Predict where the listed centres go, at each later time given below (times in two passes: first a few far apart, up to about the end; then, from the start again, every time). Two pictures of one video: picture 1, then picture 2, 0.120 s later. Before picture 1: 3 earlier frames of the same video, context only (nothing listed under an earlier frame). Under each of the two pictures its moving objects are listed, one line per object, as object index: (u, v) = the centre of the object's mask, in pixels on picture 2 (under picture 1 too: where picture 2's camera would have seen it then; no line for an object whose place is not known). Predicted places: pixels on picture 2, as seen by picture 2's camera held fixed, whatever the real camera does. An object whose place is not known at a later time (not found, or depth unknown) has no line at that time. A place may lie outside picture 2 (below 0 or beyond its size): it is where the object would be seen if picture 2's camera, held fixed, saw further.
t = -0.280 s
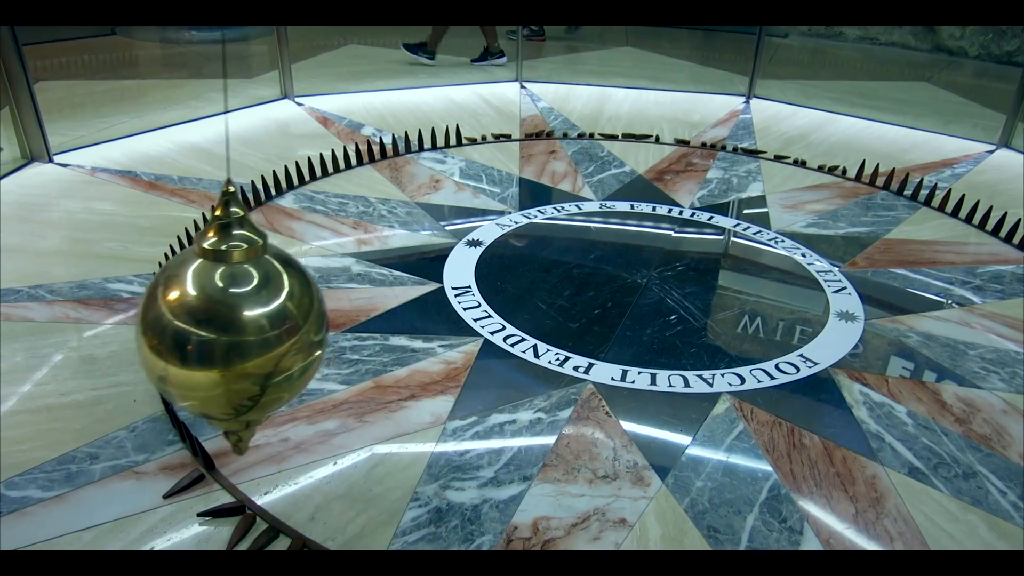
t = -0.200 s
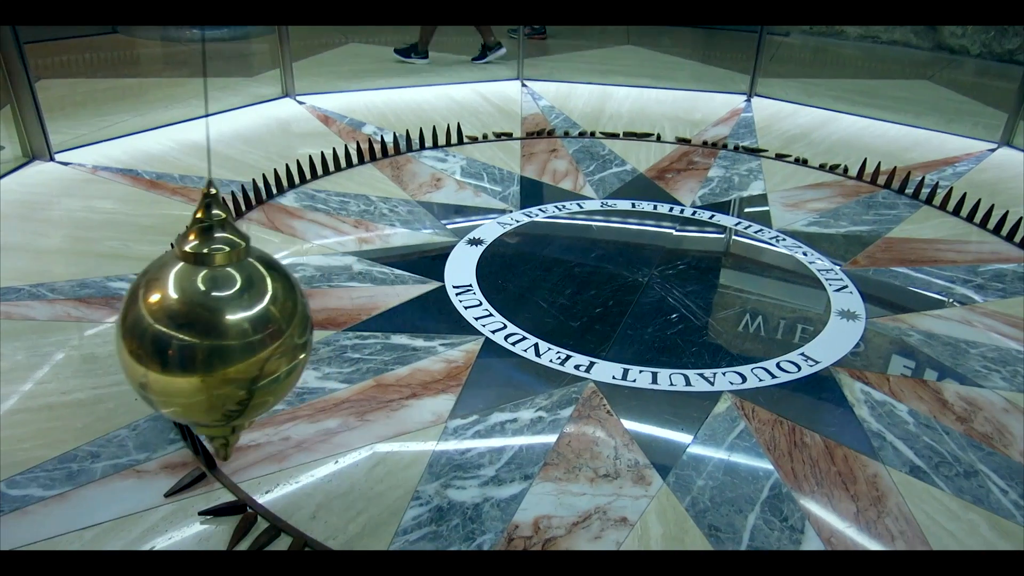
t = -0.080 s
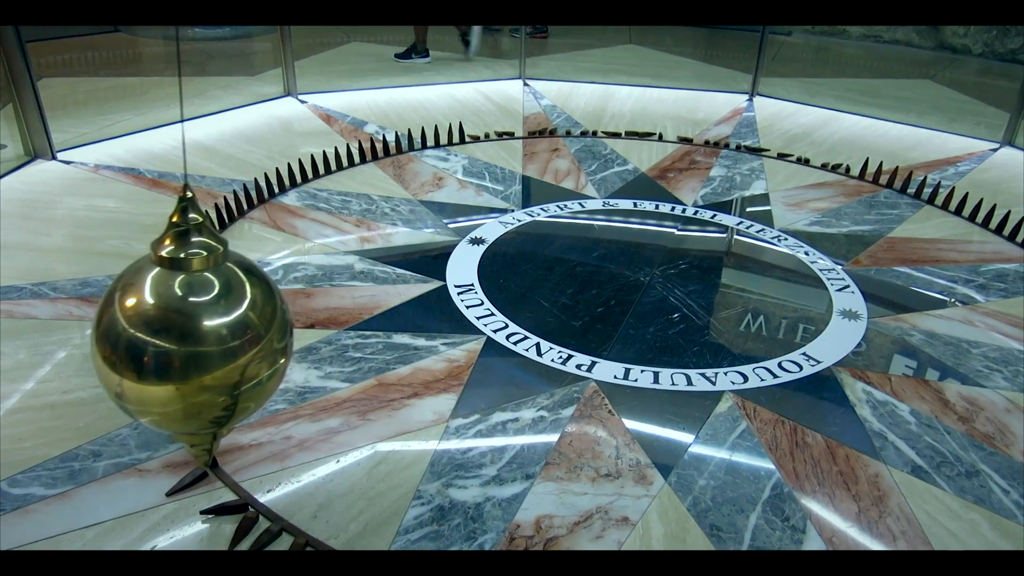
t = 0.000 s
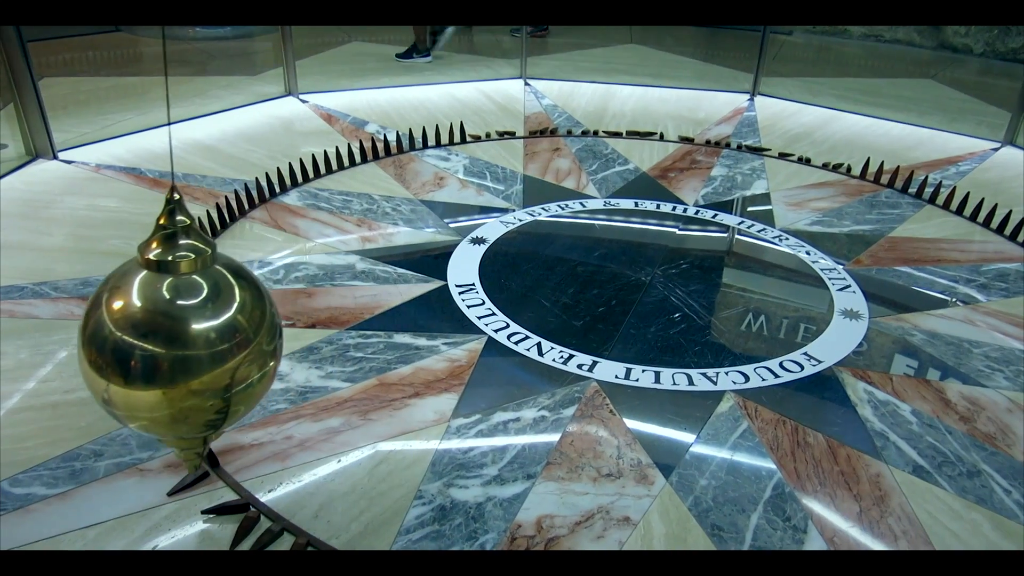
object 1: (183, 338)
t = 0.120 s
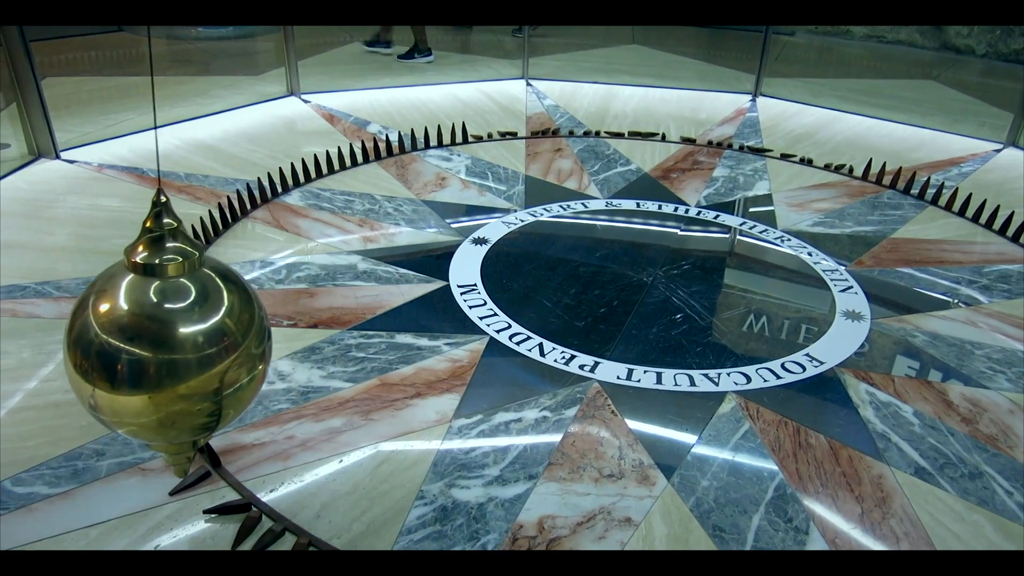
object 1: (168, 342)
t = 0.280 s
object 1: (158, 344)
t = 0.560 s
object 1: (169, 341)
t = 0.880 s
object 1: (223, 324)
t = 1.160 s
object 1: (296, 303)
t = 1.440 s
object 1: (382, 276)
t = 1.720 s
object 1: (470, 249)
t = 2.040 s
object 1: (563, 219)
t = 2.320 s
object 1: (636, 193)
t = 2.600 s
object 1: (698, 168)
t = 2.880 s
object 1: (751, 147)
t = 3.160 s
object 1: (793, 128)
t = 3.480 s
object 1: (831, 111)
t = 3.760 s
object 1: (855, 98)
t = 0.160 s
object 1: (164, 343)
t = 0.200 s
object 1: (161, 344)
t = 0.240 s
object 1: (159, 344)
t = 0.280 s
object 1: (158, 344)
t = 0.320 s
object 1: (157, 344)
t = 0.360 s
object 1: (157, 344)
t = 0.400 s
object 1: (158, 344)
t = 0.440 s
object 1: (160, 343)
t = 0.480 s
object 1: (162, 343)
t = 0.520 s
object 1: (165, 342)
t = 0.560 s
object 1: (169, 341)
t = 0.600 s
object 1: (174, 340)
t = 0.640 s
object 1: (179, 338)
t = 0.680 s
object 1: (185, 336)
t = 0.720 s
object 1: (191, 334)
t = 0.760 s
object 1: (198, 332)
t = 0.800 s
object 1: (206, 329)
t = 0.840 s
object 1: (214, 327)
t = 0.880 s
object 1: (223, 324)
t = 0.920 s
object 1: (232, 322)
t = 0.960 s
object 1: (242, 319)
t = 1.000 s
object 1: (252, 316)
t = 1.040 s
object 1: (263, 313)
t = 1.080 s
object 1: (273, 309)
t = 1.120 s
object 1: (285, 306)
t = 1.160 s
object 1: (296, 303)
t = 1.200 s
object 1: (308, 299)
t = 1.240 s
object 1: (320, 295)
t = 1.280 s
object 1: (332, 292)
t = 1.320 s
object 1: (344, 288)
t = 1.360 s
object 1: (357, 284)
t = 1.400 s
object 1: (369, 280)
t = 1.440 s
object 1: (382, 276)
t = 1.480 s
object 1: (395, 272)
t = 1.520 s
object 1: (407, 268)
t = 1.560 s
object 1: (420, 265)
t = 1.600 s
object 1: (432, 261)
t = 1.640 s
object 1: (445, 257)
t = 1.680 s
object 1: (458, 253)
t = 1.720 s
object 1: (470, 249)
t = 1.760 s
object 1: (482, 246)
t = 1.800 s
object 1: (494, 242)
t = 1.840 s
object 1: (506, 238)
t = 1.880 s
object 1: (517, 234)
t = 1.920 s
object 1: (529, 230)
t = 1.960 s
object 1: (541, 227)
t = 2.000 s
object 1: (552, 223)
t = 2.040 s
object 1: (563, 219)
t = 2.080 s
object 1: (575, 215)
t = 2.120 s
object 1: (585, 211)
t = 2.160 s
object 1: (596, 207)
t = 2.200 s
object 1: (606, 203)
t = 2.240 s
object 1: (617, 200)
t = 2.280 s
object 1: (627, 196)
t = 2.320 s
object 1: (636, 193)
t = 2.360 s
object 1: (646, 189)
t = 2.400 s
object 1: (655, 185)
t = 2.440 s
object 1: (664, 182)
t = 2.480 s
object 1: (673, 178)
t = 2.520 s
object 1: (682, 175)
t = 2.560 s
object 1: (690, 172)
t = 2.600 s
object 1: (698, 168)
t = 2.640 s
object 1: (707, 165)
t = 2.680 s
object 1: (714, 162)
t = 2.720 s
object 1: (722, 159)
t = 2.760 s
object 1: (729, 155)
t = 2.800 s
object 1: (737, 153)
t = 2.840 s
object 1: (744, 150)
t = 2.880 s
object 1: (751, 147)
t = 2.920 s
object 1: (757, 144)
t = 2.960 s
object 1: (764, 142)
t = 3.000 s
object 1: (770, 139)
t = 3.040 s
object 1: (776, 136)
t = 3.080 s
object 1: (782, 133)
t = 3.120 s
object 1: (788, 131)
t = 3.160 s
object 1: (793, 128)
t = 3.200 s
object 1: (799, 126)
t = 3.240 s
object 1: (804, 123)
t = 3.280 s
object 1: (809, 122)
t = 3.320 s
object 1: (814, 119)
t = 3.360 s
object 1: (818, 117)
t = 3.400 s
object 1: (823, 115)
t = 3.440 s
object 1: (827, 113)
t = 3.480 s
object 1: (831, 111)
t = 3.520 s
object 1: (835, 109)
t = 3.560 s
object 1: (839, 107)
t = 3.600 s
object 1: (843, 105)
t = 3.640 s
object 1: (846, 104)
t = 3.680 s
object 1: (850, 102)
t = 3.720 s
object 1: (853, 101)
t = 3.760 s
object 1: (855, 98)
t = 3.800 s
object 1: (857, 96)
